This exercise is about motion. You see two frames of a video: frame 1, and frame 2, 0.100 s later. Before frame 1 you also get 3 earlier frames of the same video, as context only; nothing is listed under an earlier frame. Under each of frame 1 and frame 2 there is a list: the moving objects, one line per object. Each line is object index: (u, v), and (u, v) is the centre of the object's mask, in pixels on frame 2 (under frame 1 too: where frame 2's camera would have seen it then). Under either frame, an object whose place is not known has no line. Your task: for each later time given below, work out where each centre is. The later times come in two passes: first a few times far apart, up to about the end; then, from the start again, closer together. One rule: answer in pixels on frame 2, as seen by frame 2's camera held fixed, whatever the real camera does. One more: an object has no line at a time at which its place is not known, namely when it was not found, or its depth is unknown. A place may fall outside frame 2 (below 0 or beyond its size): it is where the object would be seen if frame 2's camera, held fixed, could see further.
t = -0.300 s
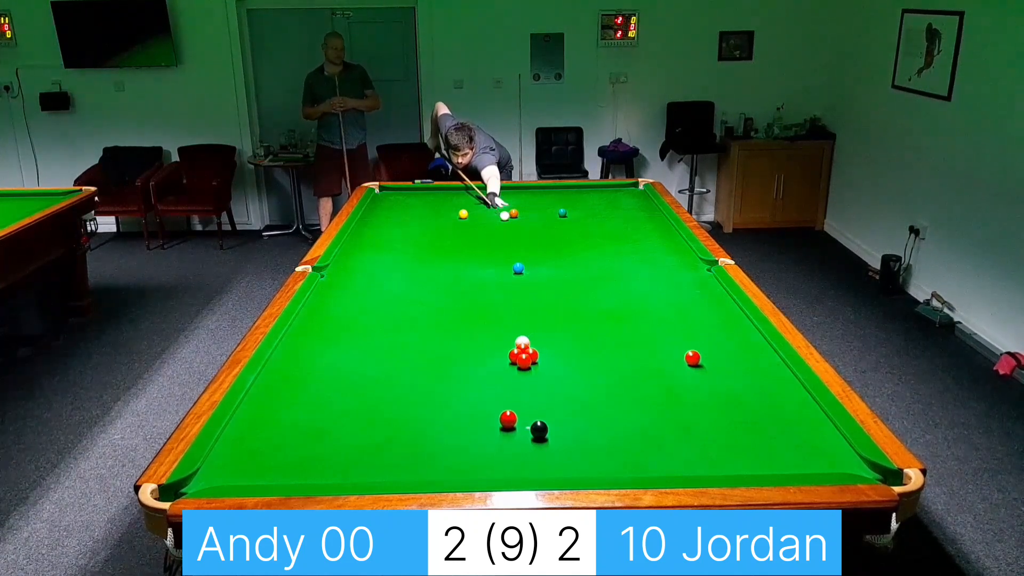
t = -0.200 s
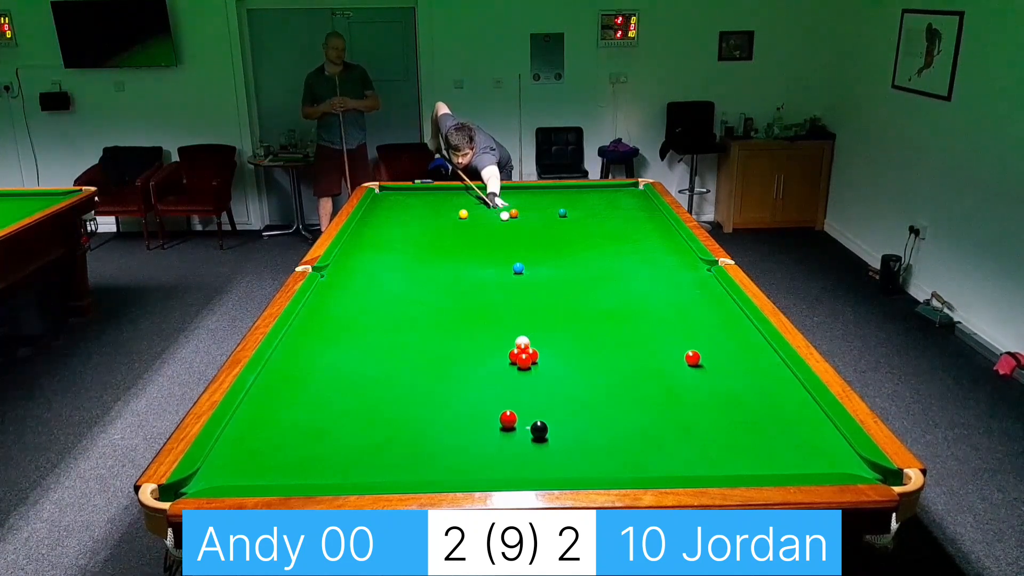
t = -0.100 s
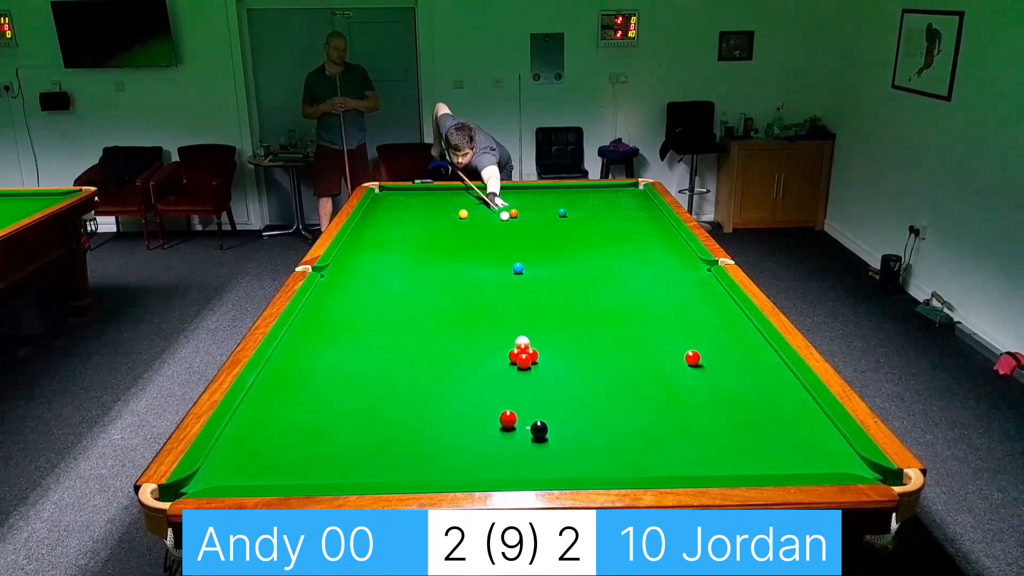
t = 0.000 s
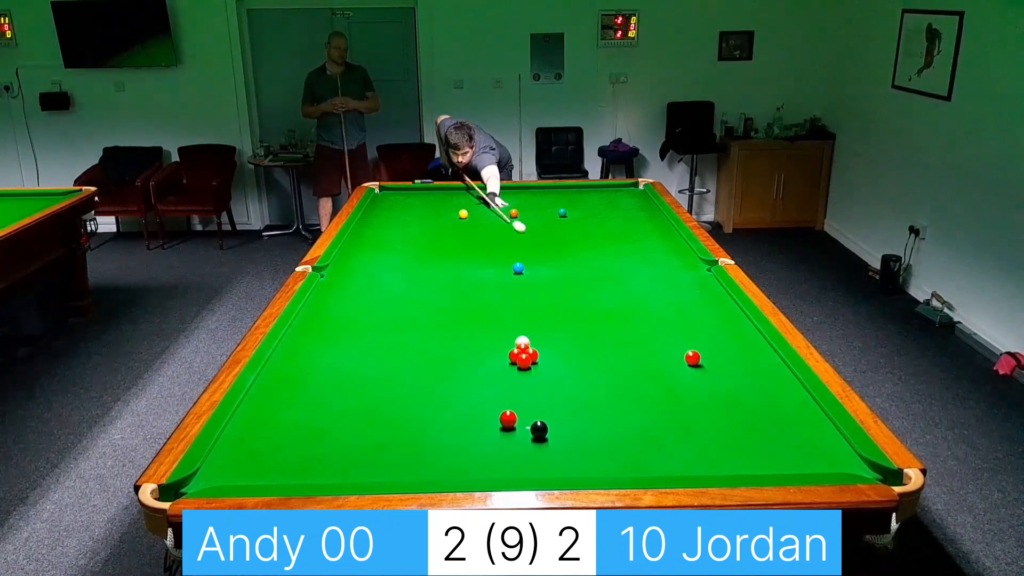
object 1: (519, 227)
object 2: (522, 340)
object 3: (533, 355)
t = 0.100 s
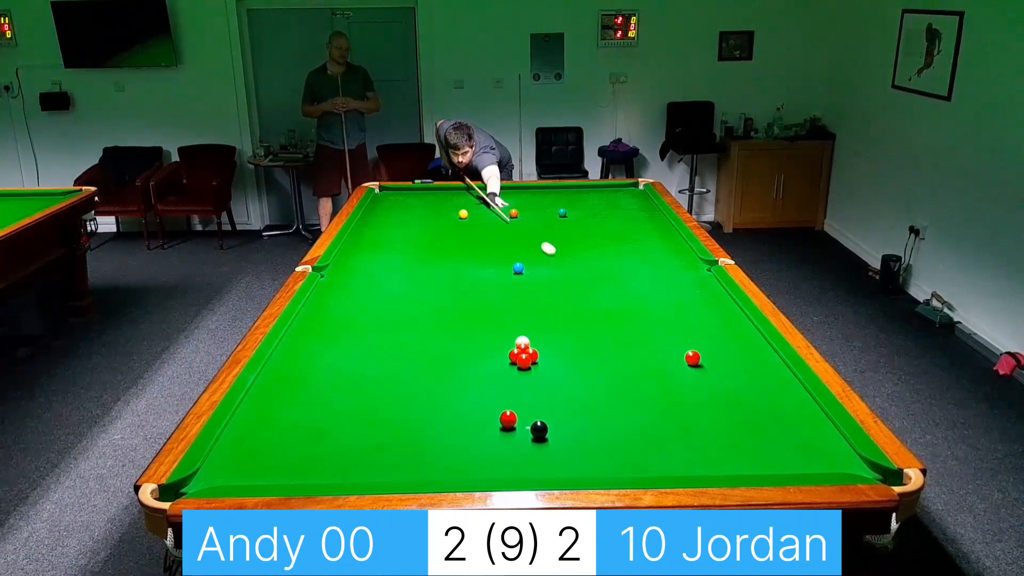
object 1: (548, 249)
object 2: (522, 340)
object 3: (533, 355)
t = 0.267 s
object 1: (608, 294)
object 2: (522, 340)
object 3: (533, 355)
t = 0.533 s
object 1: (693, 353)
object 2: (522, 340)
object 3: (532, 355)
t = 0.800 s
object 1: (727, 371)
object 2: (522, 340)
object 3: (532, 355)
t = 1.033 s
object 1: (765, 391)
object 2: (522, 340)
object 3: (533, 354)
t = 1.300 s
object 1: (811, 416)
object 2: (522, 340)
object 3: (532, 355)
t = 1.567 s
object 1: (827, 441)
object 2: (522, 340)
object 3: (532, 354)
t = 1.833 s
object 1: (829, 464)
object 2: (522, 340)
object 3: (532, 355)
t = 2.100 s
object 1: (809, 457)
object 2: (522, 340)
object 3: (533, 355)
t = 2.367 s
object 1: (786, 441)
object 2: (522, 340)
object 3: (533, 355)
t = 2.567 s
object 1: (770, 431)
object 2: (522, 340)
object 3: (533, 355)
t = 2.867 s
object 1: (749, 417)
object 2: (522, 340)
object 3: (533, 355)
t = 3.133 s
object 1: (732, 407)
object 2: (522, 340)
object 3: (533, 355)
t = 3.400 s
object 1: (717, 398)
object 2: (522, 340)
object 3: (533, 355)
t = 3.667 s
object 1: (704, 390)
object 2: (522, 340)
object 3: (533, 355)
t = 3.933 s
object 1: (693, 383)
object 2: (522, 340)
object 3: (533, 355)
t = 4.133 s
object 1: (686, 378)
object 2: (522, 340)
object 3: (533, 355)
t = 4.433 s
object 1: (677, 372)
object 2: (522, 340)
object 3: (533, 355)
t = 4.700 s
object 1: (670, 368)
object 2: (522, 340)
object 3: (533, 355)
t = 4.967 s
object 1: (664, 364)
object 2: (522, 340)
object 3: (533, 355)
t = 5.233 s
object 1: (659, 361)
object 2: (520, 341)
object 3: (535, 356)
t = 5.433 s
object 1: (657, 359)
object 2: (511, 344)
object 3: (552, 361)
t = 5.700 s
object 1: (654, 357)
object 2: (502, 346)
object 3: (575, 366)
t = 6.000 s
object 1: (652, 356)
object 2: (492, 348)
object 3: (600, 372)
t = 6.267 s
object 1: (652, 356)
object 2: (486, 348)
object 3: (620, 377)
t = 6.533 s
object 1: (652, 356)
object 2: (481, 349)
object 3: (640, 381)
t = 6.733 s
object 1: (652, 356)
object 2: (478, 349)
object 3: (653, 384)
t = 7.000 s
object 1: (652, 356)
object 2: (476, 350)
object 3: (670, 388)
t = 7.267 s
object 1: (652, 356)
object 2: (476, 349)
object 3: (685, 391)
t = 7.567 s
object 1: (652, 356)
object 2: (476, 349)
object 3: (700, 394)
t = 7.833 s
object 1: (652, 356)
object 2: (476, 350)
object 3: (710, 396)
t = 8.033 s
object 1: (652, 356)
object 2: (476, 349)
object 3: (717, 397)
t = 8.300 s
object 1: (652, 356)
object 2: (476, 349)
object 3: (725, 399)
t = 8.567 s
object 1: (652, 356)
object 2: (476, 349)
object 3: (730, 400)
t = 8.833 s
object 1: (652, 356)
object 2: (477, 349)
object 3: (733, 401)
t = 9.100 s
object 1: (652, 356)
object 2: (477, 349)
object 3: (733, 401)
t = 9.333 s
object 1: (652, 356)
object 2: (477, 349)
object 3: (733, 401)
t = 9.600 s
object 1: (652, 356)
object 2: (477, 349)
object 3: (733, 401)
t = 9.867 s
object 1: (652, 356)
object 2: (477, 349)
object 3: (733, 401)
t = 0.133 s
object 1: (559, 257)
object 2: (522, 340)
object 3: (533, 355)
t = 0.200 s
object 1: (582, 274)
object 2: (522, 340)
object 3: (533, 355)
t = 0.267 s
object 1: (608, 294)
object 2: (522, 340)
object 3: (533, 355)
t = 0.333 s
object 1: (637, 315)
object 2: (522, 340)
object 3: (533, 355)
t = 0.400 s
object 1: (669, 339)
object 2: (522, 340)
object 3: (532, 355)
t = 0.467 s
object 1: (688, 352)
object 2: (522, 340)
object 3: (532, 354)
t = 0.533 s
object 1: (693, 353)
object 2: (522, 340)
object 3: (532, 355)
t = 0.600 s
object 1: (699, 356)
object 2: (522, 340)
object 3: (532, 355)
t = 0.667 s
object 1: (708, 360)
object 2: (522, 340)
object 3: (532, 355)
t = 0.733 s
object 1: (717, 365)
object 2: (522, 340)
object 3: (532, 355)
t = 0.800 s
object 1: (727, 371)
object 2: (522, 340)
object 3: (532, 355)
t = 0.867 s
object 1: (738, 377)
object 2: (522, 340)
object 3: (532, 355)
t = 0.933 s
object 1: (749, 383)
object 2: (522, 340)
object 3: (532, 355)
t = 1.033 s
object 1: (765, 391)
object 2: (522, 340)
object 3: (533, 354)
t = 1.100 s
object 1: (776, 397)
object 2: (522, 340)
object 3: (533, 354)
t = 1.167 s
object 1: (787, 403)
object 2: (522, 340)
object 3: (532, 354)
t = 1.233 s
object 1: (799, 410)
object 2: (522, 340)
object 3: (532, 355)
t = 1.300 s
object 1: (811, 416)
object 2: (522, 340)
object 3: (532, 355)
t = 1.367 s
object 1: (823, 423)
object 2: (522, 340)
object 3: (532, 355)
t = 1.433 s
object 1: (826, 429)
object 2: (522, 340)
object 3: (532, 354)
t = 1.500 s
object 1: (826, 435)
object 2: (522, 340)
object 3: (532, 354)
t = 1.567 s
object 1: (827, 441)
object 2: (522, 340)
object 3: (532, 354)
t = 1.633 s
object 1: (828, 447)
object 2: (522, 340)
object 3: (532, 355)
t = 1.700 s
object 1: (828, 453)
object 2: (522, 340)
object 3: (532, 355)
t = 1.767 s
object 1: (829, 459)
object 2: (522, 340)
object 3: (532, 355)
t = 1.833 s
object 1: (829, 464)
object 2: (522, 340)
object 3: (532, 355)
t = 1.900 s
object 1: (828, 466)
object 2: (522, 340)
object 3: (533, 355)
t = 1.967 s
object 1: (821, 463)
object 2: (522, 340)
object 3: (533, 355)
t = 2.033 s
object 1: (815, 461)
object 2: (522, 340)
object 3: (533, 355)
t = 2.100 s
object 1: (809, 457)
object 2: (522, 340)
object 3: (533, 355)
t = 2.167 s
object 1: (803, 453)
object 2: (522, 340)
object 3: (533, 355)
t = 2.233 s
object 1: (797, 449)
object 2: (522, 340)
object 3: (533, 355)
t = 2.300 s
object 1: (791, 445)
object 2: (522, 340)
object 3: (532, 355)
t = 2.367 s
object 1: (786, 441)
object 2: (522, 340)
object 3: (533, 355)
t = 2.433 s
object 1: (780, 438)
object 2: (522, 340)
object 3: (533, 355)
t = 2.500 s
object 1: (775, 434)
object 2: (522, 340)
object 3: (533, 355)
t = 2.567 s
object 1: (770, 431)
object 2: (522, 340)
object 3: (533, 355)
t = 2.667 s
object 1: (763, 426)
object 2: (522, 340)
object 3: (533, 355)
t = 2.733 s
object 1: (758, 423)
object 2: (522, 340)
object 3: (533, 355)
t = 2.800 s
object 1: (753, 420)
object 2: (522, 340)
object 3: (533, 355)
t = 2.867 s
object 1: (749, 417)
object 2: (522, 340)
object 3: (533, 355)
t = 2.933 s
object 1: (744, 415)
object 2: (522, 340)
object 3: (533, 355)
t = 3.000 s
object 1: (740, 412)
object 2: (522, 340)
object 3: (533, 355)
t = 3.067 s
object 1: (736, 409)
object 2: (522, 340)
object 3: (533, 355)
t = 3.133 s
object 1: (732, 407)
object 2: (522, 340)
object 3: (533, 355)
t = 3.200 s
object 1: (728, 404)
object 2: (522, 340)
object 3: (533, 355)
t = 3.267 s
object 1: (724, 402)
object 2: (522, 340)
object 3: (533, 355)
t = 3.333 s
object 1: (721, 400)
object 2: (522, 340)
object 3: (533, 355)
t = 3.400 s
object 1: (717, 398)
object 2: (522, 340)
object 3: (533, 355)
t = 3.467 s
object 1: (714, 396)
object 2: (522, 340)
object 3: (533, 355)
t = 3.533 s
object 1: (711, 393)
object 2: (522, 340)
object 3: (533, 355)
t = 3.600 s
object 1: (707, 391)
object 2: (522, 340)
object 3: (533, 355)
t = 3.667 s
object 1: (704, 390)
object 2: (522, 340)
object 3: (533, 355)
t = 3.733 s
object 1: (701, 388)
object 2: (522, 340)
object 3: (533, 355)
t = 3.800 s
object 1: (699, 386)
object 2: (522, 340)
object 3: (533, 355)
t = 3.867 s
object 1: (696, 384)
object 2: (522, 340)
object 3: (533, 355)
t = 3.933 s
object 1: (693, 383)
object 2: (522, 340)
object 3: (533, 355)
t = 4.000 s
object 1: (691, 381)
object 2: (522, 340)
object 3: (533, 355)
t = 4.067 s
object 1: (688, 380)
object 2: (522, 340)
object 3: (533, 355)
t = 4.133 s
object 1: (686, 378)
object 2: (522, 340)
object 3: (533, 355)
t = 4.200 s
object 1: (684, 376)
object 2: (522, 340)
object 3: (533, 355)
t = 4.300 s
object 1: (681, 374)
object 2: (522, 340)
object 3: (533, 355)
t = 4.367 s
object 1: (679, 373)
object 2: (522, 340)
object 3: (533, 355)
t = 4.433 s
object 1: (677, 372)
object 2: (522, 340)
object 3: (533, 355)
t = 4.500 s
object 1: (675, 371)
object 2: (522, 340)
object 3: (533, 355)
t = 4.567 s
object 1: (673, 370)
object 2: (522, 340)
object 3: (533, 355)
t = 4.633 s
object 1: (671, 369)
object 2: (522, 340)
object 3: (533, 355)
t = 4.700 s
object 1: (670, 368)
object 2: (522, 340)
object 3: (533, 355)
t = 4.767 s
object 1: (668, 367)
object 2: (522, 340)
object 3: (533, 355)
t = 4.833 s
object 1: (667, 365)
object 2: (522, 340)
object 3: (533, 355)
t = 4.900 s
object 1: (665, 364)
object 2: (522, 340)
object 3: (533, 355)
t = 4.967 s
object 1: (664, 364)
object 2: (522, 340)
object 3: (533, 355)
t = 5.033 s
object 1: (663, 363)
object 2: (522, 340)
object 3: (533, 355)
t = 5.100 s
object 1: (661, 362)
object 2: (522, 341)
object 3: (533, 354)
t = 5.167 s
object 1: (660, 361)
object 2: (522, 341)
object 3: (532, 354)
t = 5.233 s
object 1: (659, 361)
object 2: (520, 341)
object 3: (535, 356)
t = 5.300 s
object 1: (658, 360)
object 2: (517, 342)
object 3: (541, 358)
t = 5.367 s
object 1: (657, 359)
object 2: (514, 342)
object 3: (546, 359)
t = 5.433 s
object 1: (657, 359)
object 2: (511, 344)
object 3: (552, 361)
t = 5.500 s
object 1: (656, 358)
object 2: (509, 345)
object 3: (558, 362)
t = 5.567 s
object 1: (655, 358)
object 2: (506, 345)
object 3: (564, 364)
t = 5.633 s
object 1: (655, 358)
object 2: (504, 346)
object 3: (570, 365)
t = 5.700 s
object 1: (654, 357)
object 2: (502, 346)
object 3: (575, 366)
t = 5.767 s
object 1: (653, 357)
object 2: (500, 347)
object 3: (581, 368)
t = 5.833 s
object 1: (653, 357)
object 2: (498, 347)
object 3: (586, 369)
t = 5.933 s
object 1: (652, 356)
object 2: (495, 347)
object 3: (594, 371)
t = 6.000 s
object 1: (652, 356)
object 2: (492, 348)
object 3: (600, 372)
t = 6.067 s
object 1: (652, 356)
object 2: (491, 348)
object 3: (605, 373)
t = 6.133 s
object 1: (652, 356)
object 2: (489, 348)
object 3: (610, 374)
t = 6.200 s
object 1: (652, 356)
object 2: (487, 348)
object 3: (615, 375)
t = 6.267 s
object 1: (652, 356)
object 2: (486, 348)
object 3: (620, 377)
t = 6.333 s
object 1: (652, 356)
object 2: (484, 349)
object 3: (625, 378)
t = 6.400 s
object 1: (652, 356)
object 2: (483, 349)
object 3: (630, 379)
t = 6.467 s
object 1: (652, 356)
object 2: (482, 349)
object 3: (635, 380)
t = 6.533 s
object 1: (652, 356)
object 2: (481, 349)
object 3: (640, 381)
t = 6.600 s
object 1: (652, 356)
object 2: (480, 349)
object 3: (644, 382)
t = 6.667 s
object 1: (652, 356)
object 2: (479, 349)
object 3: (649, 383)
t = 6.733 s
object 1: (652, 356)
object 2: (478, 349)
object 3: (653, 384)
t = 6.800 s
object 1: (652, 356)
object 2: (478, 350)
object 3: (657, 385)
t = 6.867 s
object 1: (652, 356)
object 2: (477, 350)
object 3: (662, 386)
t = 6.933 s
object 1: (652, 356)
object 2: (477, 350)
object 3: (666, 387)
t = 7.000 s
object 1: (652, 356)
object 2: (476, 350)
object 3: (670, 388)
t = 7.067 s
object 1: (652, 356)
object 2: (476, 350)
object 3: (674, 389)
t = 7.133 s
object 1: (652, 356)
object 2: (476, 349)
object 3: (678, 390)
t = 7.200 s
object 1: (652, 356)
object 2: (476, 349)
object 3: (681, 390)
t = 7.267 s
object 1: (652, 356)
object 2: (476, 349)
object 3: (685, 391)
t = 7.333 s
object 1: (652, 356)
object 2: (476, 349)
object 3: (688, 392)
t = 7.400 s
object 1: (652, 356)
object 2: (476, 349)
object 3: (692, 393)
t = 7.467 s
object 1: (652, 356)
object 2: (476, 349)
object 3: (695, 393)
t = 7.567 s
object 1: (652, 356)
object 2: (476, 349)
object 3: (700, 394)
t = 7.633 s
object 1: (652, 356)
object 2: (476, 350)
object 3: (702, 395)
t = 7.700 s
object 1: (652, 356)
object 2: (476, 350)
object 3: (705, 395)
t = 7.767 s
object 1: (652, 356)
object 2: (476, 350)
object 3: (708, 396)
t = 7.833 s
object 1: (652, 356)
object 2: (476, 350)
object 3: (710, 396)
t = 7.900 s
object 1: (652, 356)
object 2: (476, 350)
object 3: (713, 397)
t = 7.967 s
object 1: (652, 356)
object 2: (476, 349)
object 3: (715, 397)
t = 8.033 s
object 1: (652, 356)
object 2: (476, 349)
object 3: (717, 397)
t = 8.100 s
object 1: (652, 356)
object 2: (476, 349)
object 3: (719, 398)
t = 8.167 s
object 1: (652, 356)
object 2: (476, 349)
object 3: (721, 398)
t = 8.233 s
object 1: (652, 356)
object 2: (476, 349)
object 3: (723, 399)
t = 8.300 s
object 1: (652, 356)
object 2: (476, 349)
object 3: (725, 399)
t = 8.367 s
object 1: (652, 356)
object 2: (476, 349)
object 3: (726, 399)
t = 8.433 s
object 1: (652, 356)
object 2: (476, 349)
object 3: (727, 400)
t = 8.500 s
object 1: (652, 356)
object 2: (476, 349)
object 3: (729, 400)
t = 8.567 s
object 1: (652, 356)
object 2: (476, 349)
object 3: (730, 400)
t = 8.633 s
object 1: (652, 356)
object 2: (476, 349)
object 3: (731, 400)
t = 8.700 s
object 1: (652, 356)
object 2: (476, 349)
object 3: (731, 400)
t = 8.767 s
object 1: (652, 356)
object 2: (477, 349)
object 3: (732, 400)
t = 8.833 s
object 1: (652, 356)
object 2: (477, 349)
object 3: (733, 401)
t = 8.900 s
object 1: (652, 356)
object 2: (477, 349)
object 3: (733, 401)
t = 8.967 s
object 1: (652, 356)
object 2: (477, 349)
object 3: (733, 401)
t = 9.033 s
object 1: (652, 356)
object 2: (477, 349)
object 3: (733, 401)
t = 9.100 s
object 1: (652, 356)
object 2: (477, 349)
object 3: (733, 401)
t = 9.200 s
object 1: (652, 356)
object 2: (477, 349)
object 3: (733, 401)
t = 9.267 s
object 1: (652, 356)
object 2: (477, 349)
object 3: (733, 401)
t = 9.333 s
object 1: (652, 356)
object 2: (477, 349)
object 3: (733, 401)
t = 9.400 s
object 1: (652, 356)
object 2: (477, 349)
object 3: (733, 401)
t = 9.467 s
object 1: (652, 356)
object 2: (476, 349)
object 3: (733, 401)
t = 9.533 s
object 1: (652, 356)
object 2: (476, 349)
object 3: (733, 401)
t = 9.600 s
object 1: (652, 356)
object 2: (477, 349)
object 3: (733, 401)
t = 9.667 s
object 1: (652, 356)
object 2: (477, 349)
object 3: (733, 401)
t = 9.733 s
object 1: (652, 356)
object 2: (477, 349)
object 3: (733, 401)
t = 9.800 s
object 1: (652, 356)
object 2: (476, 349)
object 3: (733, 401)
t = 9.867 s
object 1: (652, 356)
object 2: (477, 349)
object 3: (733, 401)
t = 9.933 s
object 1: (652, 356)
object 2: (476, 349)
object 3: (734, 401)
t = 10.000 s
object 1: (652, 356)
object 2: (476, 349)
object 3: (733, 401)
